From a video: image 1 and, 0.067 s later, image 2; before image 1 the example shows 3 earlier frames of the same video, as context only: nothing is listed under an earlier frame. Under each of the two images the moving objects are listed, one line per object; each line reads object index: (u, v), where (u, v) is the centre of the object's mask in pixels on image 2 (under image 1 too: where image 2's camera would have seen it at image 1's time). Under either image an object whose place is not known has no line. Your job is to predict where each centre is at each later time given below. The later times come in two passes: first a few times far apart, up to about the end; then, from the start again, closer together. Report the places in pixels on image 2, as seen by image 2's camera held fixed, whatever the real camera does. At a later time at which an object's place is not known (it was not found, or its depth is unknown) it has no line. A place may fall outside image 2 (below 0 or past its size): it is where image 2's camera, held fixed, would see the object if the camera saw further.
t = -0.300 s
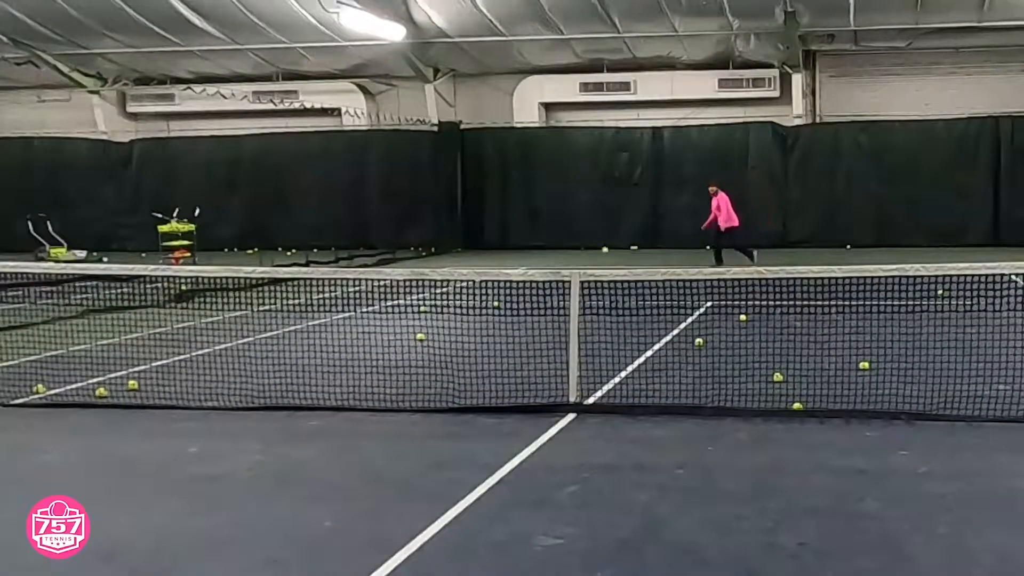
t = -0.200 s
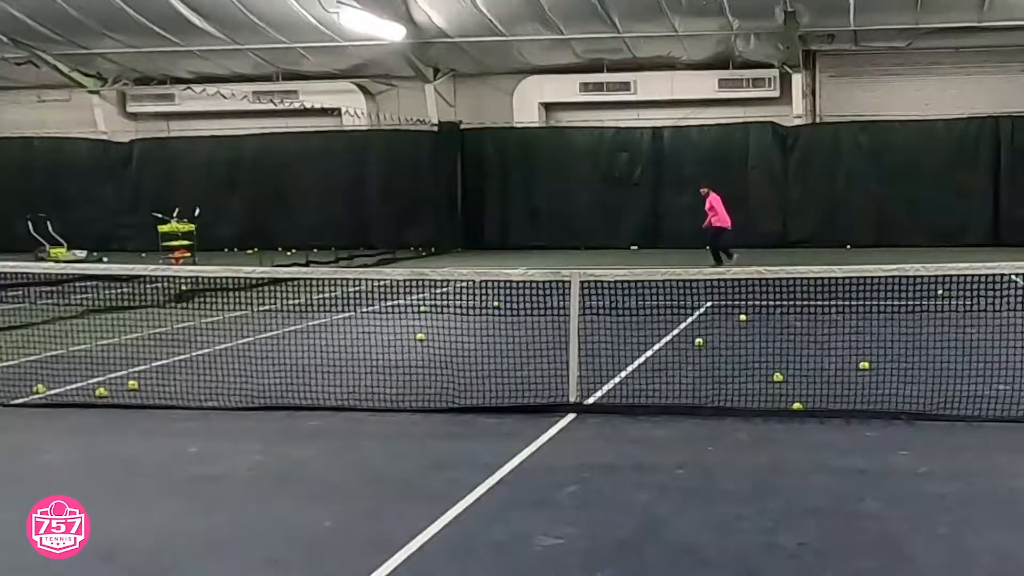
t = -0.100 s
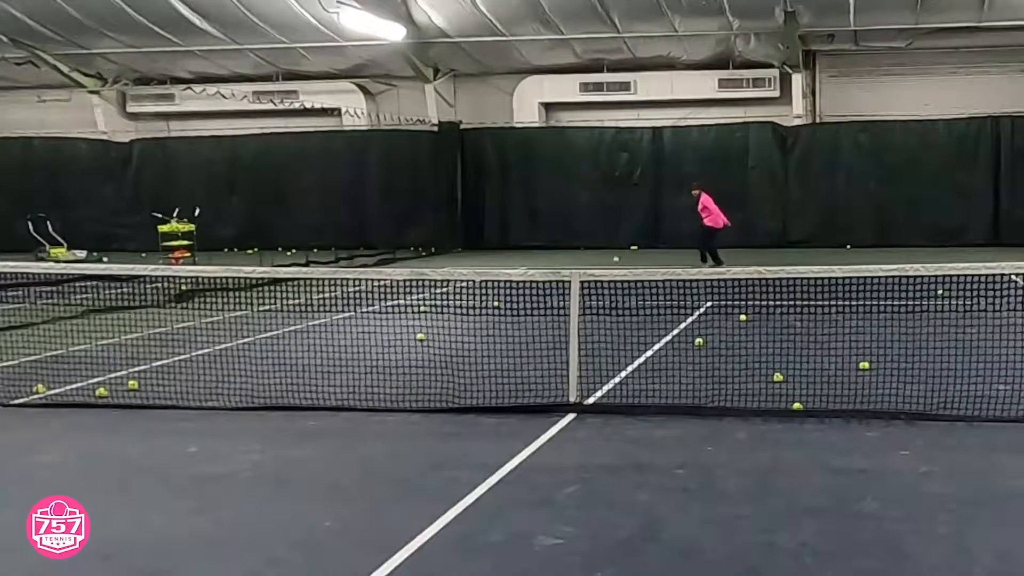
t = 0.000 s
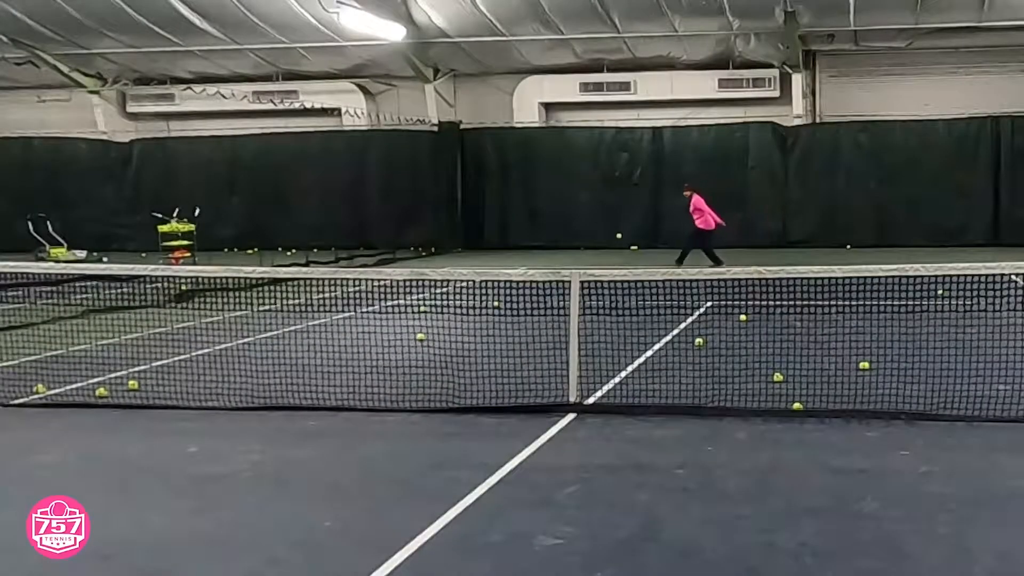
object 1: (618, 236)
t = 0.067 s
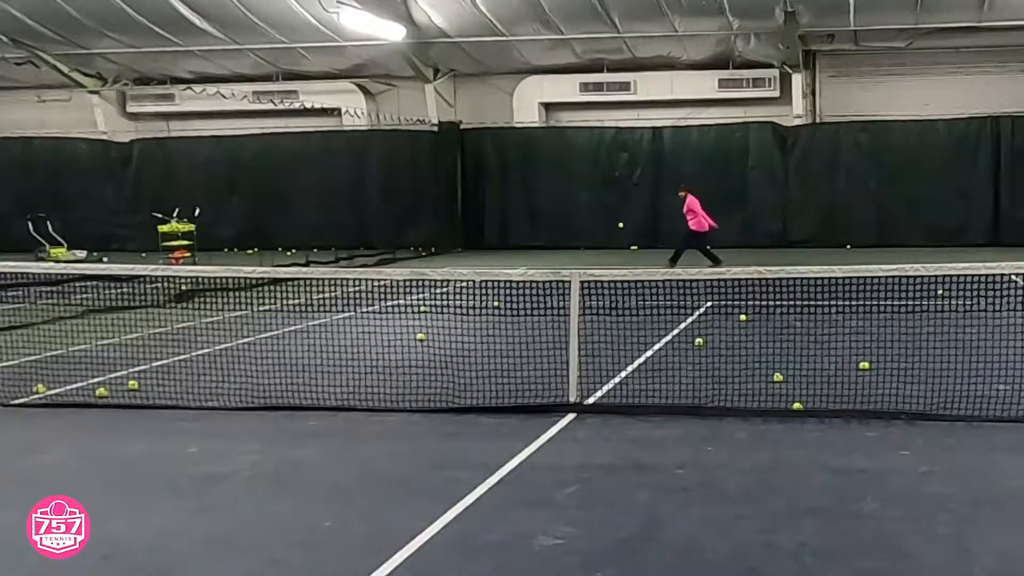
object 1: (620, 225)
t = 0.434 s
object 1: (604, 187)
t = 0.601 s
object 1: (565, 162)
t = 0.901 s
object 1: (443, 166)
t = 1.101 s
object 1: (263, 265)
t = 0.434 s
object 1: (604, 187)
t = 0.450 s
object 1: (601, 184)
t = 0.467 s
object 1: (597, 182)
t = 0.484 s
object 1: (594, 179)
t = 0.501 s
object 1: (590, 176)
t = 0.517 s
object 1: (586, 174)
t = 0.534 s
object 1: (583, 171)
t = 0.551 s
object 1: (578, 169)
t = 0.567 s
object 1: (574, 166)
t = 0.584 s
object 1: (570, 164)
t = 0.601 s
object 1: (565, 162)
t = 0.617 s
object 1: (561, 160)
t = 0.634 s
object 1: (556, 158)
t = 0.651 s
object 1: (551, 157)
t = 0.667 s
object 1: (545, 156)
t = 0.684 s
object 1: (541, 154)
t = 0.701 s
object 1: (535, 154)
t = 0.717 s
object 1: (529, 153)
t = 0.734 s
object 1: (523, 152)
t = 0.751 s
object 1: (516, 152)
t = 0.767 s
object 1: (509, 152)
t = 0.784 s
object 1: (502, 153)
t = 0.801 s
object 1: (495, 153)
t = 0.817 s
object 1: (488, 155)
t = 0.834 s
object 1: (479, 156)
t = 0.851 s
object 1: (471, 158)
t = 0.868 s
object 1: (462, 160)
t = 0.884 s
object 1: (453, 163)
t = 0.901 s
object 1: (443, 166)
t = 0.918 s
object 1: (432, 170)
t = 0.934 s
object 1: (422, 174)
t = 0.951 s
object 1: (410, 179)
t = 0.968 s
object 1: (397, 185)
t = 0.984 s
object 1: (384, 191)
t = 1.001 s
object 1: (370, 199)
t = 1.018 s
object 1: (355, 207)
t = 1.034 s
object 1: (339, 216)
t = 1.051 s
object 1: (322, 227)
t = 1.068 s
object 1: (303, 239)
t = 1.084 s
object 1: (283, 252)
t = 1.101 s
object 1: (263, 265)
